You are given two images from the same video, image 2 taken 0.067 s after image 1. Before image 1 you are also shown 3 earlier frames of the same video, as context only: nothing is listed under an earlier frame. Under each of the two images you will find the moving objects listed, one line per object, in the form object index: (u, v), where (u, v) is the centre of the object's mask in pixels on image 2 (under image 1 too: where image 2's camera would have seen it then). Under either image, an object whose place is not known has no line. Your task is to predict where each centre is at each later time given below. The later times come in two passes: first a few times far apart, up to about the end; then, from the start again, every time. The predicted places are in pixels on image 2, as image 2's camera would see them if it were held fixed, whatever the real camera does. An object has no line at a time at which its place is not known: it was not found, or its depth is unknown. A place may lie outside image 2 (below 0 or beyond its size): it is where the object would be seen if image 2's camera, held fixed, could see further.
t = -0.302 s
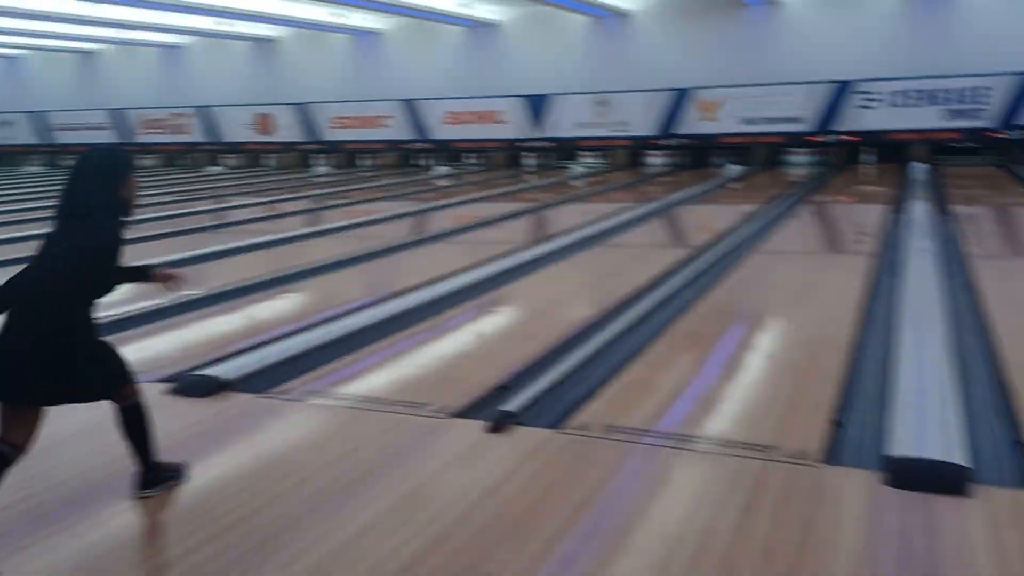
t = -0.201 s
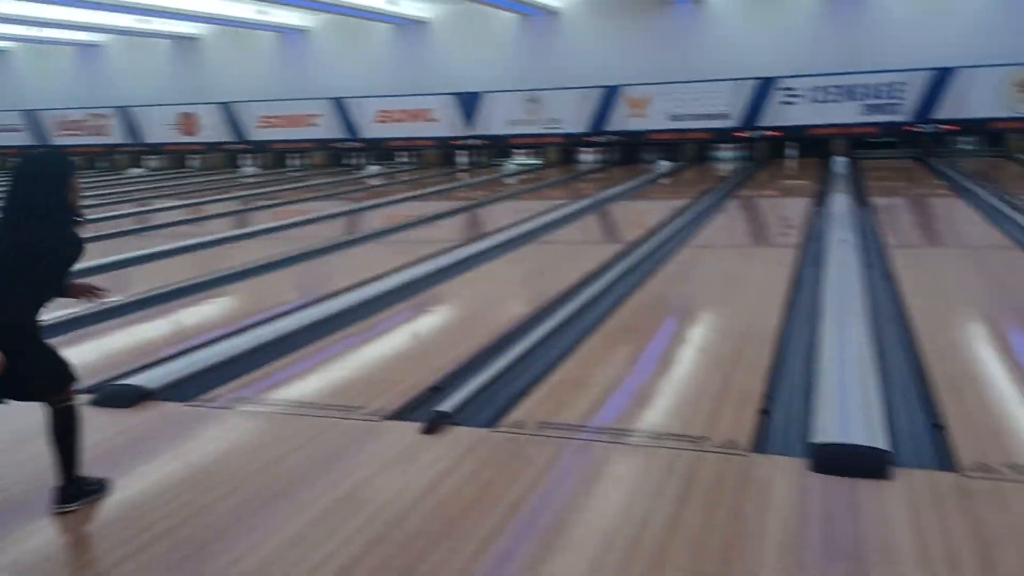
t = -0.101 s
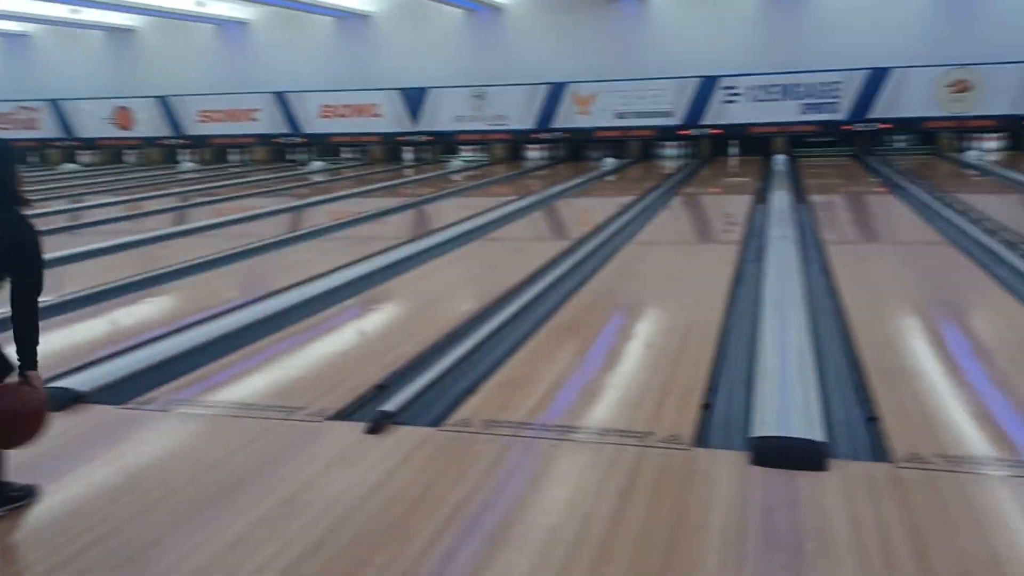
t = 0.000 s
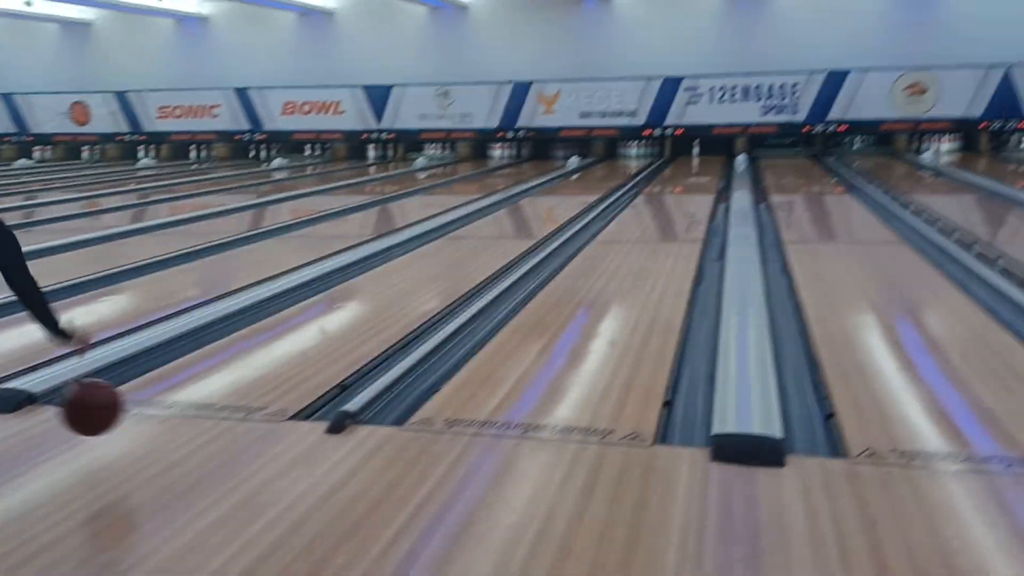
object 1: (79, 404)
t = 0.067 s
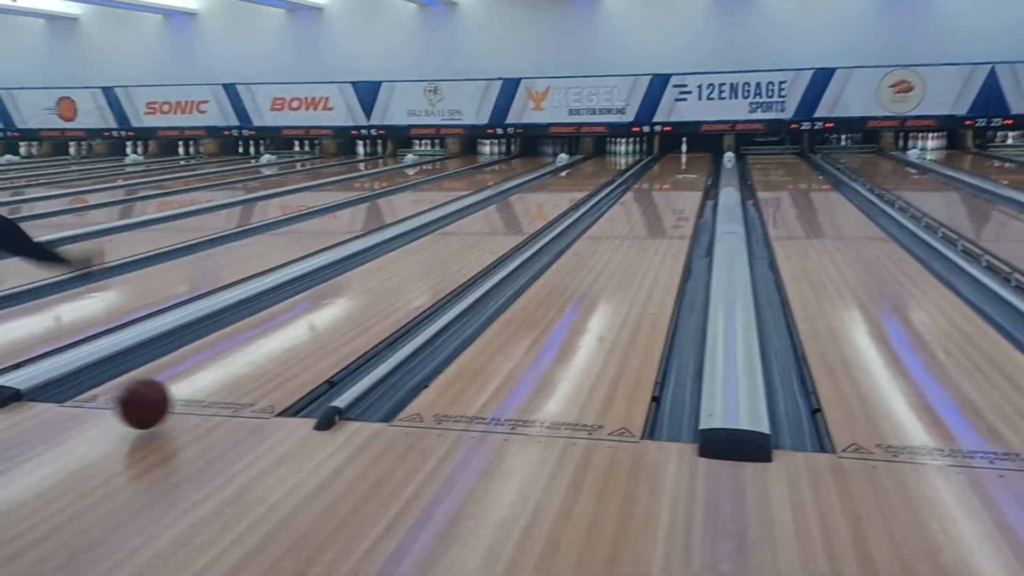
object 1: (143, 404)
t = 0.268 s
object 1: (272, 337)
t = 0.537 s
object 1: (373, 286)
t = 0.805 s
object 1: (437, 252)
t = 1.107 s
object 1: (483, 226)
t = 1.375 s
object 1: (513, 211)
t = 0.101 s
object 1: (171, 389)
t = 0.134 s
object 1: (194, 372)
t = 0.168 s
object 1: (216, 359)
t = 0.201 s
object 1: (235, 349)
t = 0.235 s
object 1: (255, 341)
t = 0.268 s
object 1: (272, 337)
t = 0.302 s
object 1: (287, 331)
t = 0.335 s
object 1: (302, 322)
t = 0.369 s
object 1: (317, 316)
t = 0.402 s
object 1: (330, 309)
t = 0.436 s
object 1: (342, 303)
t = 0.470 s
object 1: (353, 297)
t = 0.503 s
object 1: (363, 292)
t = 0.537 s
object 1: (373, 286)
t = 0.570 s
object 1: (383, 281)
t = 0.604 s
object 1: (392, 276)
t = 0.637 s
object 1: (401, 271)
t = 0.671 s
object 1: (409, 267)
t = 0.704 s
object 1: (416, 263)
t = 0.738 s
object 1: (424, 259)
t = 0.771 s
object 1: (431, 255)
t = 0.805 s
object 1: (437, 252)
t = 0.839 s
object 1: (444, 249)
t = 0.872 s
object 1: (449, 245)
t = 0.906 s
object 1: (455, 242)
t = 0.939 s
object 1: (460, 239)
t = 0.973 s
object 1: (465, 237)
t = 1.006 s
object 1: (470, 235)
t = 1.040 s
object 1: (475, 231)
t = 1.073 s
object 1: (479, 228)
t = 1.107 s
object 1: (483, 226)
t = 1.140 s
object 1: (487, 224)
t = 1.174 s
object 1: (492, 223)
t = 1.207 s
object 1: (495, 221)
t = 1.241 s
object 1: (500, 217)
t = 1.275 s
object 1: (503, 216)
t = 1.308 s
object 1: (506, 216)
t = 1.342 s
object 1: (508, 213)
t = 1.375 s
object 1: (513, 211)
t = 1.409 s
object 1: (515, 209)
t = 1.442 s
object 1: (518, 208)
